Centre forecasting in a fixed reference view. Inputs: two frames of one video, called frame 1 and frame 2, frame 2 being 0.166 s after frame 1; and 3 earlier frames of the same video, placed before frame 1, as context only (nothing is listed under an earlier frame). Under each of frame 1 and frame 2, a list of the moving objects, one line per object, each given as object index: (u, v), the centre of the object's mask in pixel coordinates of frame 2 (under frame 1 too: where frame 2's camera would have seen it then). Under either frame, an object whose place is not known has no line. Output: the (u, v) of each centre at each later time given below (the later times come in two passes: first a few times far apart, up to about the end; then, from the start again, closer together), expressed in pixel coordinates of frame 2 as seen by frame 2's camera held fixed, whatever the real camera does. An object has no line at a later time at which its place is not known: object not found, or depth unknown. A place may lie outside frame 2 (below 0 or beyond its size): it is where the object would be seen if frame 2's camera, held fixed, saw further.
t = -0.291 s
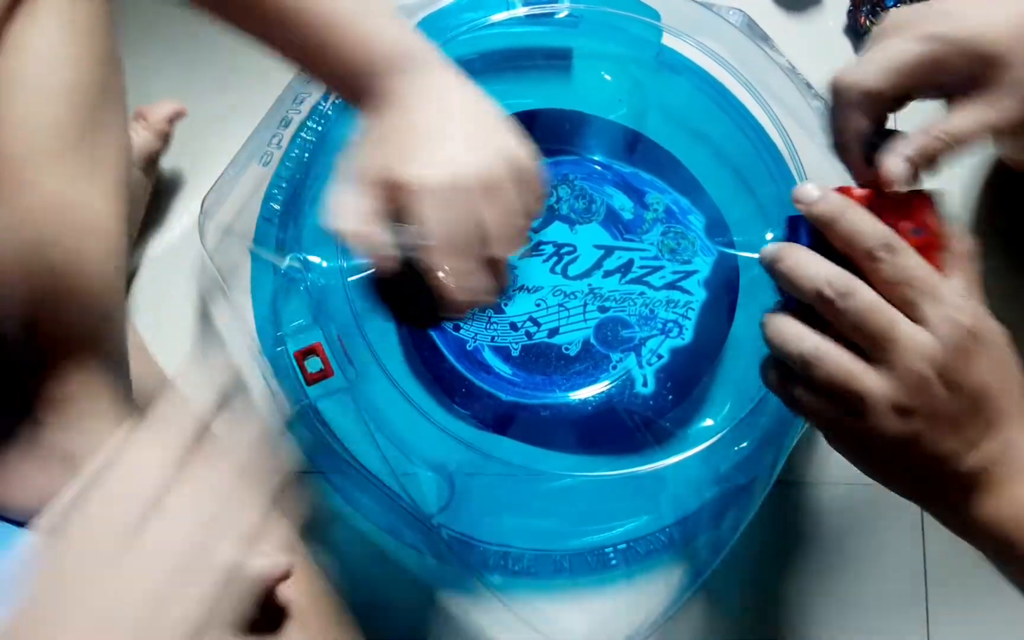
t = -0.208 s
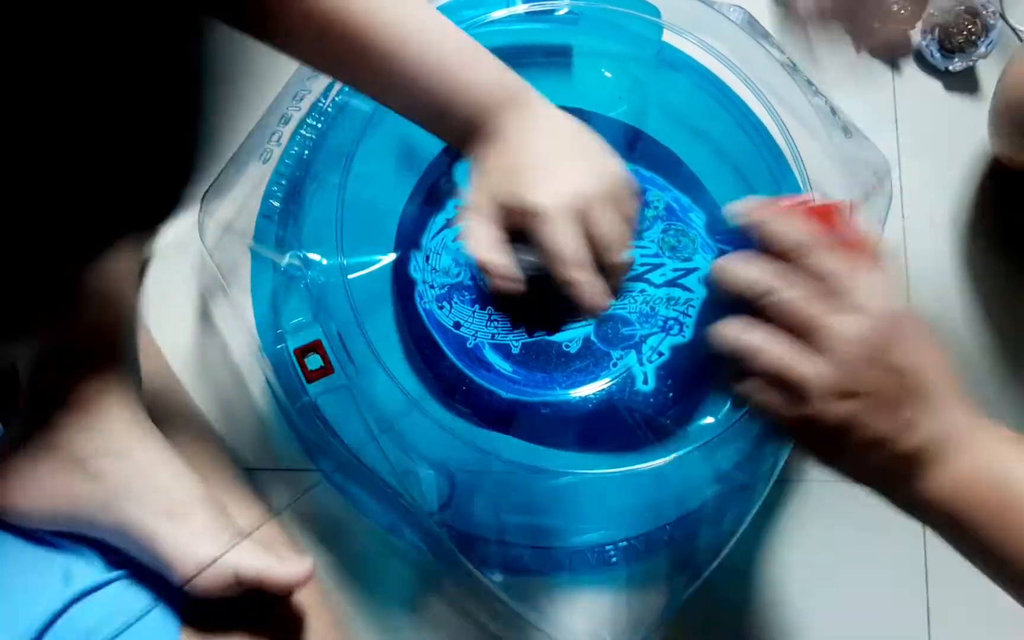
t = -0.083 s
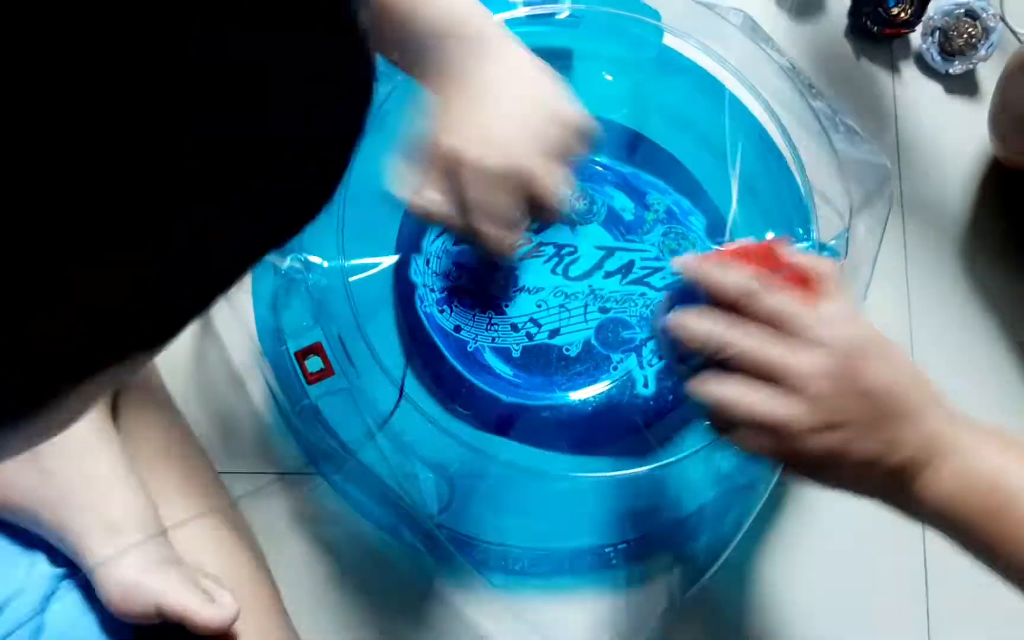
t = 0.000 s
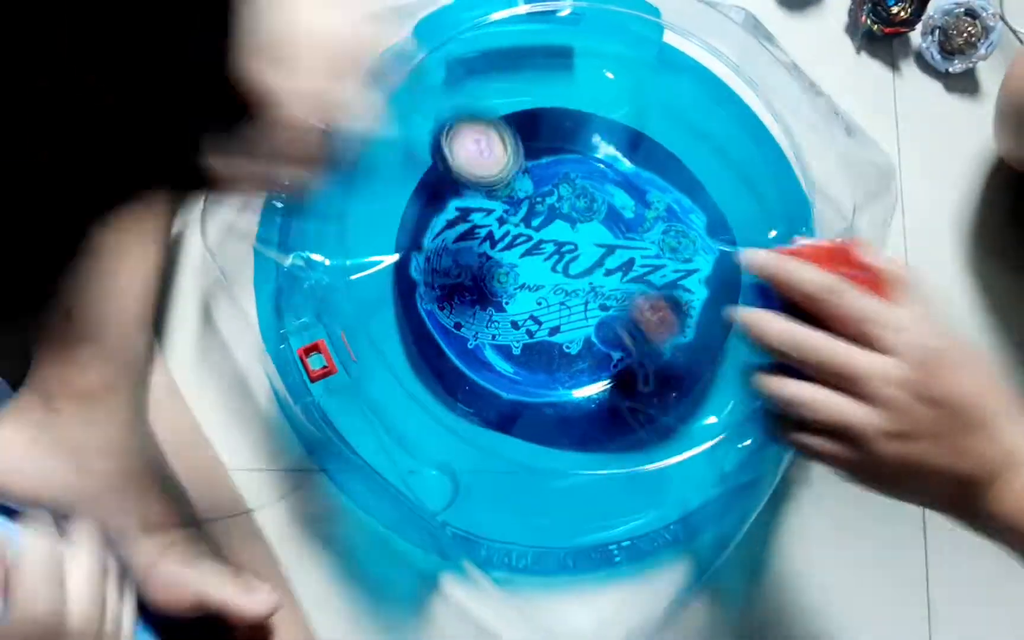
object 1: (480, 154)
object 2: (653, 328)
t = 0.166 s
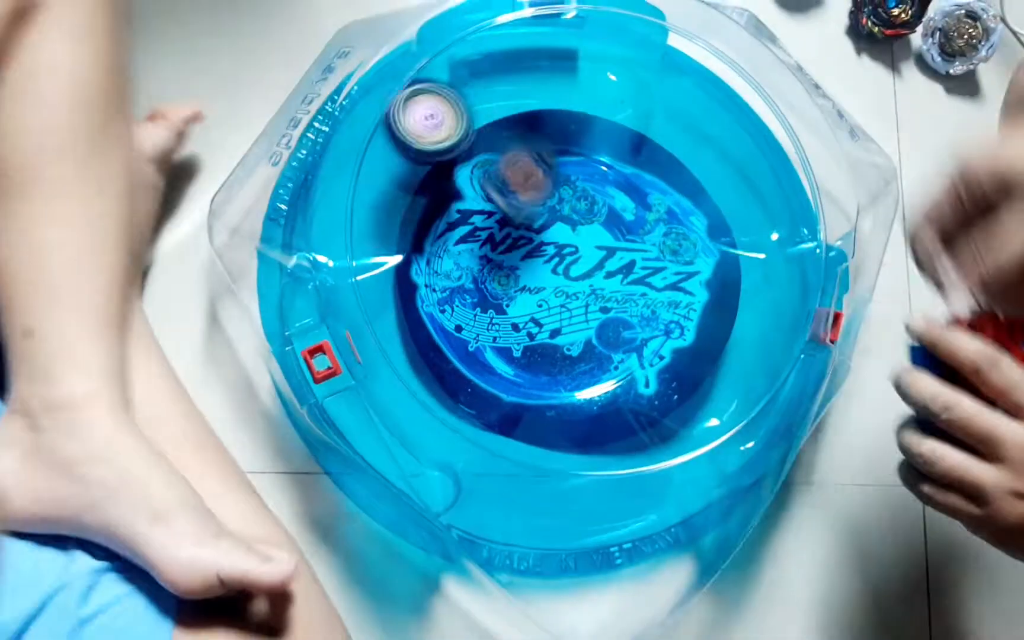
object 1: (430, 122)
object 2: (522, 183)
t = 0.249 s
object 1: (354, 88)
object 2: (510, 157)
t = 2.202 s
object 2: (610, 369)
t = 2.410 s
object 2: (710, 354)
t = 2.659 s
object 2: (742, 210)
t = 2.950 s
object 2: (767, 152)
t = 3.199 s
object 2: (781, 150)
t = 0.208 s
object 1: (404, 111)
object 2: (504, 155)
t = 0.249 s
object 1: (354, 88)
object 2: (510, 157)
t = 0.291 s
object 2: (519, 169)
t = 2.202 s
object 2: (610, 369)
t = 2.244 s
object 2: (635, 381)
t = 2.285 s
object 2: (658, 384)
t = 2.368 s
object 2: (695, 369)
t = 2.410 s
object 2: (710, 354)
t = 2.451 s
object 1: (251, 225)
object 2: (722, 337)
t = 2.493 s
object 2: (732, 314)
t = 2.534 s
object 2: (739, 290)
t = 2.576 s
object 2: (742, 262)
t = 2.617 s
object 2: (744, 234)
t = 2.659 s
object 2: (742, 210)
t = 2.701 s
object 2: (745, 187)
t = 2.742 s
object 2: (747, 168)
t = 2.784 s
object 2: (748, 157)
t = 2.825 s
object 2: (751, 148)
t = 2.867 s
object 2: (754, 145)
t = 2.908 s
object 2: (761, 146)
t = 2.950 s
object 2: (767, 152)
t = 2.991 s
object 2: (776, 164)
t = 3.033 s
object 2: (788, 180)
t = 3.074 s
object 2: (800, 191)
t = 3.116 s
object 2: (800, 177)
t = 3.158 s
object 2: (790, 165)
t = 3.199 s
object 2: (781, 150)
